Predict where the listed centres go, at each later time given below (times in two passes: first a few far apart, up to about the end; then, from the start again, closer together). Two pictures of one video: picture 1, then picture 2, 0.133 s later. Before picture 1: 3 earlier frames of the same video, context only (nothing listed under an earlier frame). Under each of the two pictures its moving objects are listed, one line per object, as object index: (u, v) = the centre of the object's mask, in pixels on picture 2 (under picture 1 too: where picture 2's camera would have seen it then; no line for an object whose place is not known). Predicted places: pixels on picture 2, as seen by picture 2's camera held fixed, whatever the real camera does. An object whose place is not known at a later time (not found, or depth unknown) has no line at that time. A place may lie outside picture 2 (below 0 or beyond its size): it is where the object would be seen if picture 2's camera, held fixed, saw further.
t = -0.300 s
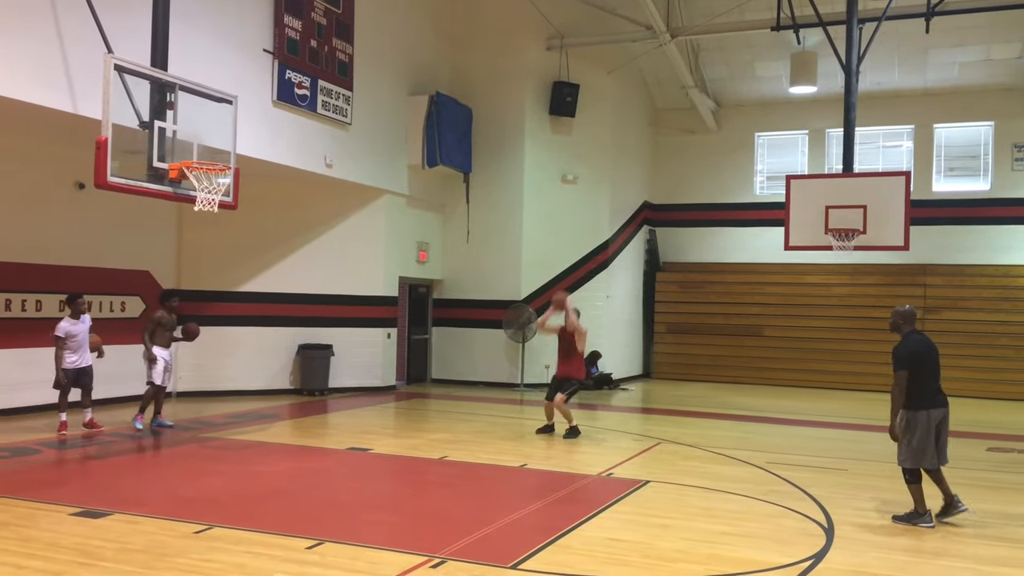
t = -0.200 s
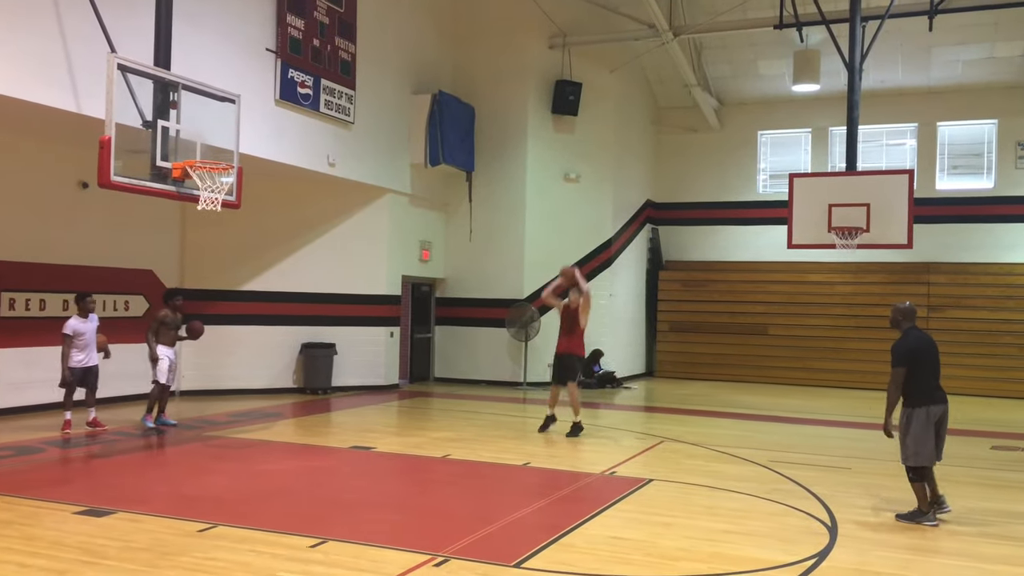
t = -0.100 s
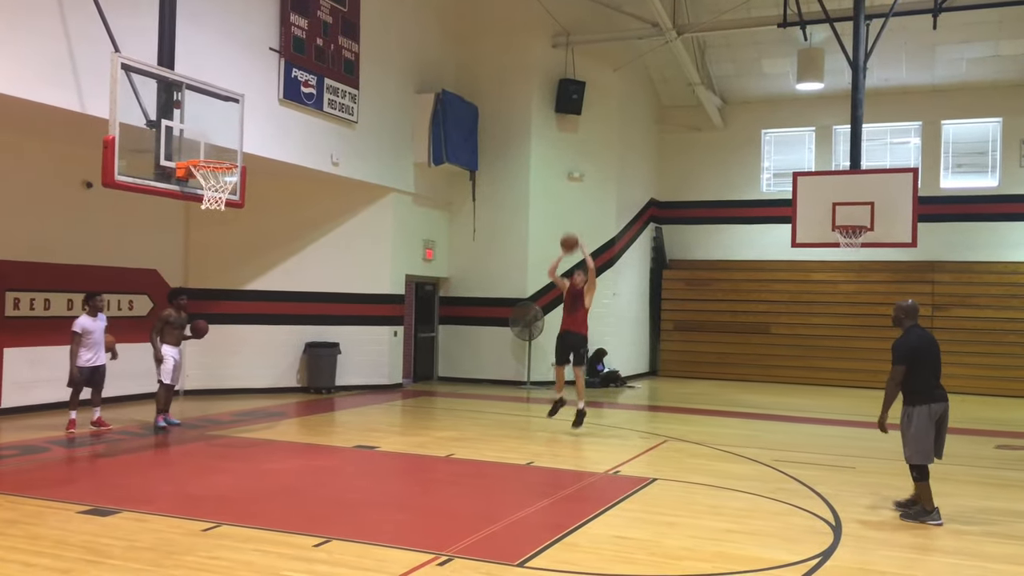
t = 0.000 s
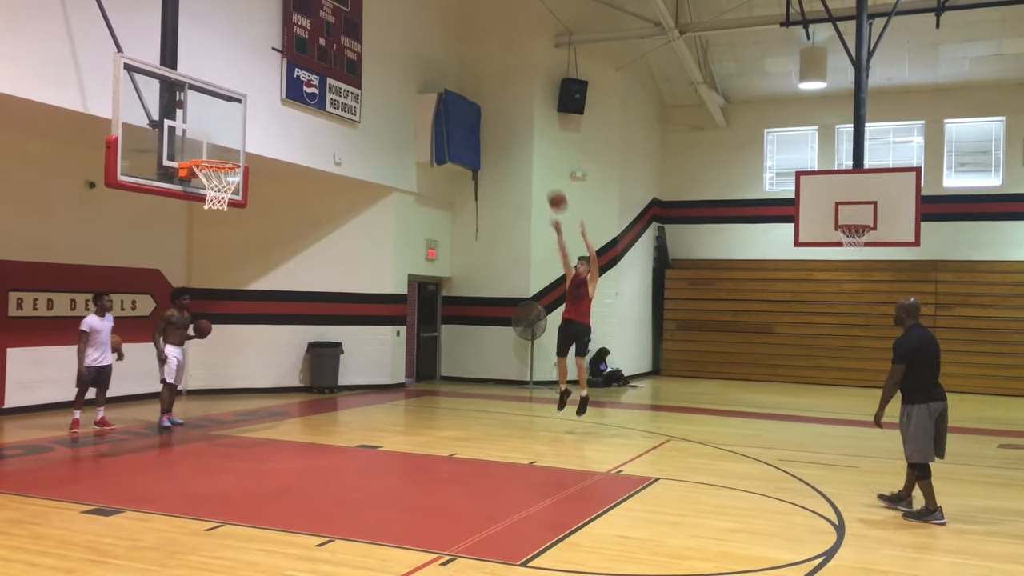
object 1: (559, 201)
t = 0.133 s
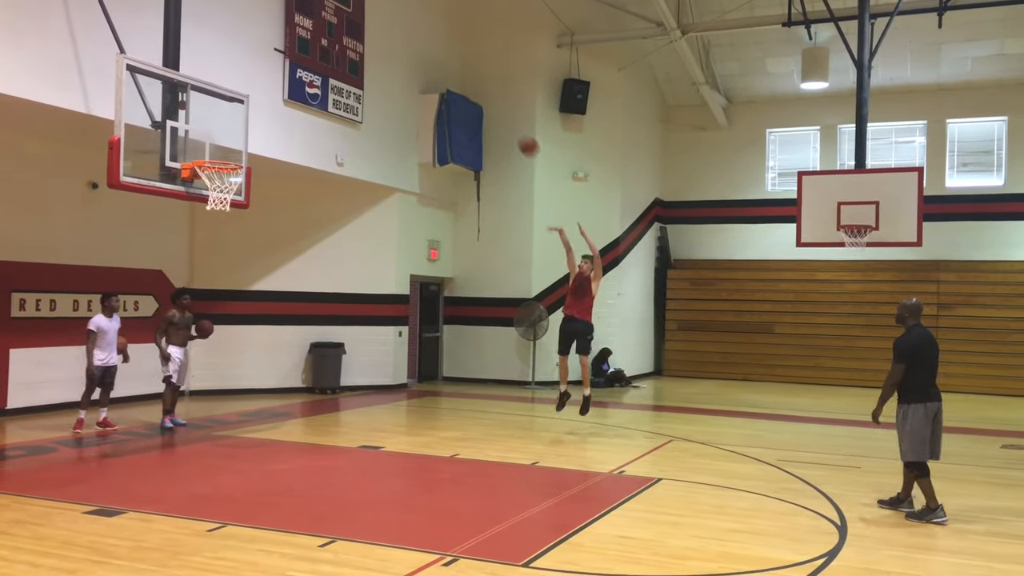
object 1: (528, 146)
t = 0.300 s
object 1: (487, 94)
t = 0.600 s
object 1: (405, 48)
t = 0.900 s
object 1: (312, 77)
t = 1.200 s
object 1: (206, 162)
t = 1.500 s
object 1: (229, 196)
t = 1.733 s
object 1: (220, 218)
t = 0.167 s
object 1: (521, 135)
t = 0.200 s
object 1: (513, 124)
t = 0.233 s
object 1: (503, 113)
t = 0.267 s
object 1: (495, 103)
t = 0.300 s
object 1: (487, 94)
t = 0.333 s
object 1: (479, 85)
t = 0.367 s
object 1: (470, 77)
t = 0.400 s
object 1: (461, 70)
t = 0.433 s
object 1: (452, 64)
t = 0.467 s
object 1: (443, 59)
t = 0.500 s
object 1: (434, 55)
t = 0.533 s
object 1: (425, 52)
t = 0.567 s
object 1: (415, 50)
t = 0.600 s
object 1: (405, 48)
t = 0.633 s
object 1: (395, 48)
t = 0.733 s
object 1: (366, 51)
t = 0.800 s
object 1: (343, 58)
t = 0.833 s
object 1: (332, 62)
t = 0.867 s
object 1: (322, 69)
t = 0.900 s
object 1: (312, 77)
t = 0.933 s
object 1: (299, 86)
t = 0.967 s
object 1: (288, 97)
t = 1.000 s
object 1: (276, 108)
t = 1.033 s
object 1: (265, 120)
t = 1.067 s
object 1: (252, 135)
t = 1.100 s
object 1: (239, 149)
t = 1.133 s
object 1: (228, 155)
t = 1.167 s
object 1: (219, 155)
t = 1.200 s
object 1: (206, 162)
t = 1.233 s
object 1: (211, 166)
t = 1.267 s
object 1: (213, 174)
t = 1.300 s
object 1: (219, 175)
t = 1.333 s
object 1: (221, 176)
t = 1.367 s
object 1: (225, 177)
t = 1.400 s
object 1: (228, 186)
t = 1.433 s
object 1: (230, 188)
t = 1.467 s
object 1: (230, 189)
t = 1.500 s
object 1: (229, 196)
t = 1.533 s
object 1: (228, 195)
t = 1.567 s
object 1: (227, 194)
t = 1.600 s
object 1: (225, 194)
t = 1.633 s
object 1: (224, 199)
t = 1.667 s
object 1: (222, 205)
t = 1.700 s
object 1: (220, 210)
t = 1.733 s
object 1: (220, 218)
